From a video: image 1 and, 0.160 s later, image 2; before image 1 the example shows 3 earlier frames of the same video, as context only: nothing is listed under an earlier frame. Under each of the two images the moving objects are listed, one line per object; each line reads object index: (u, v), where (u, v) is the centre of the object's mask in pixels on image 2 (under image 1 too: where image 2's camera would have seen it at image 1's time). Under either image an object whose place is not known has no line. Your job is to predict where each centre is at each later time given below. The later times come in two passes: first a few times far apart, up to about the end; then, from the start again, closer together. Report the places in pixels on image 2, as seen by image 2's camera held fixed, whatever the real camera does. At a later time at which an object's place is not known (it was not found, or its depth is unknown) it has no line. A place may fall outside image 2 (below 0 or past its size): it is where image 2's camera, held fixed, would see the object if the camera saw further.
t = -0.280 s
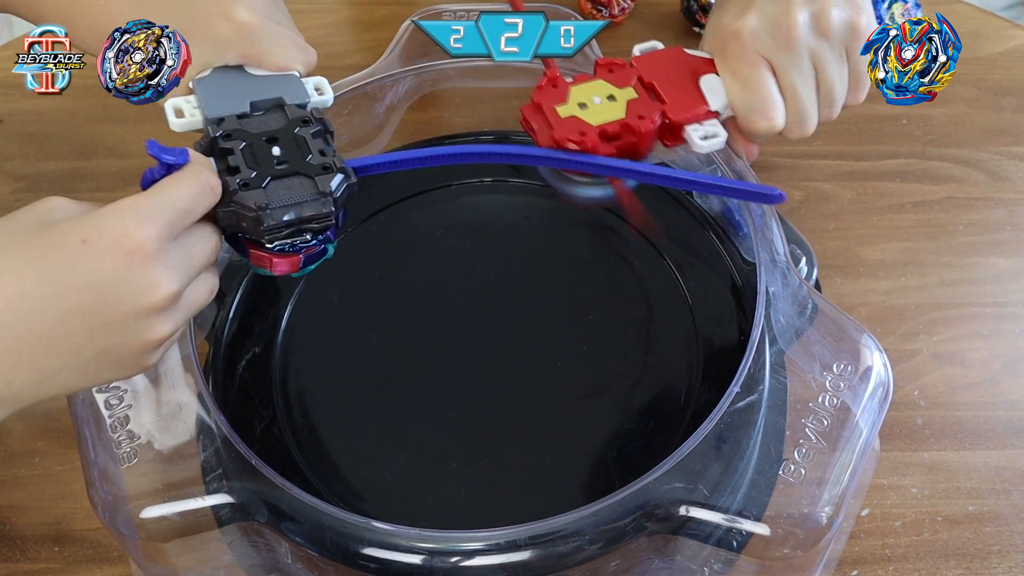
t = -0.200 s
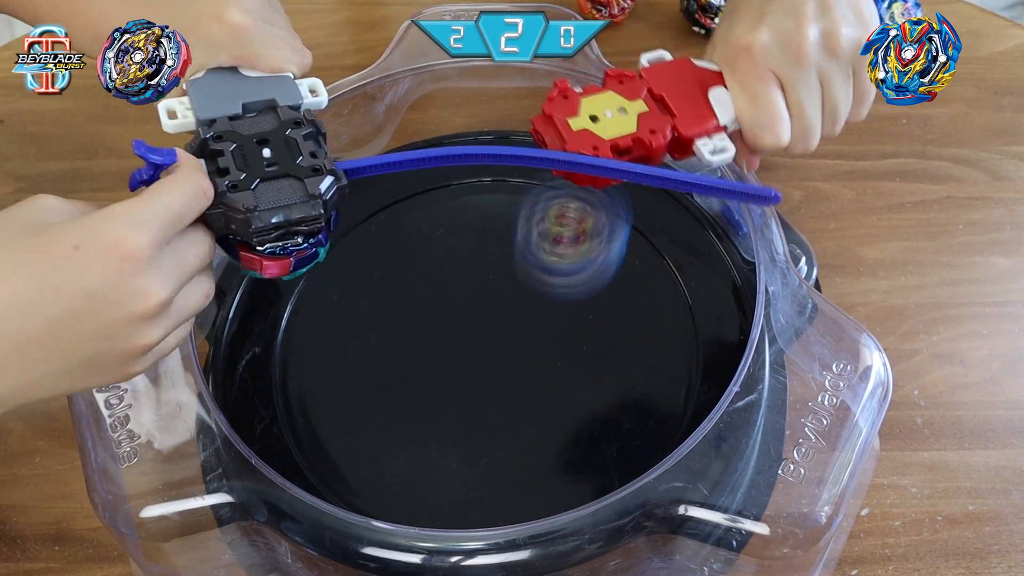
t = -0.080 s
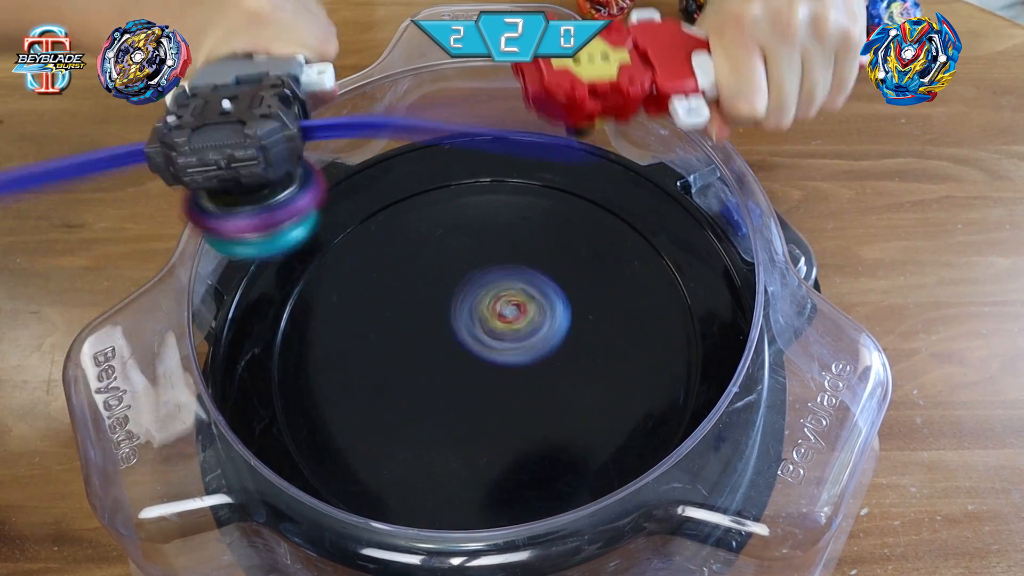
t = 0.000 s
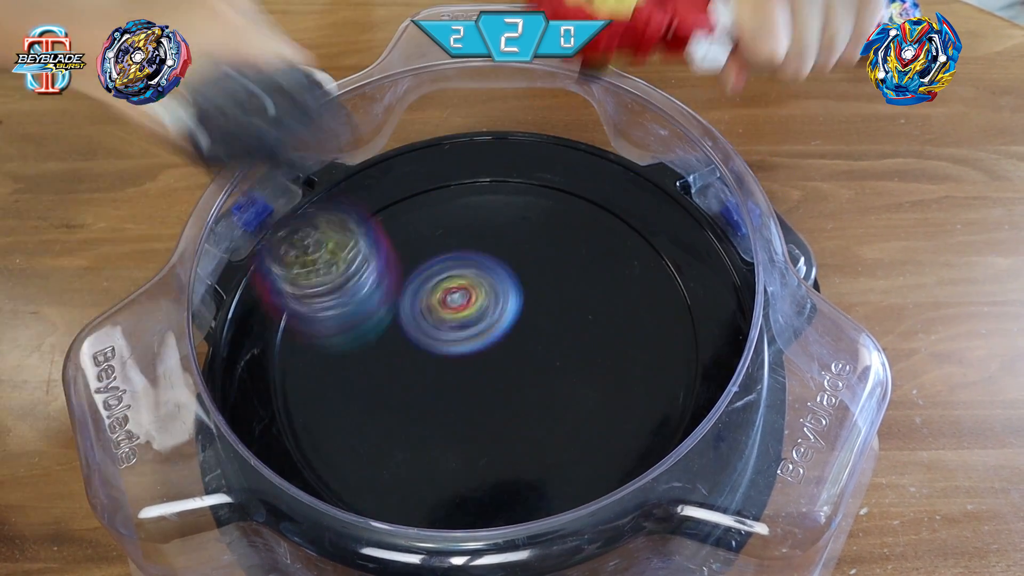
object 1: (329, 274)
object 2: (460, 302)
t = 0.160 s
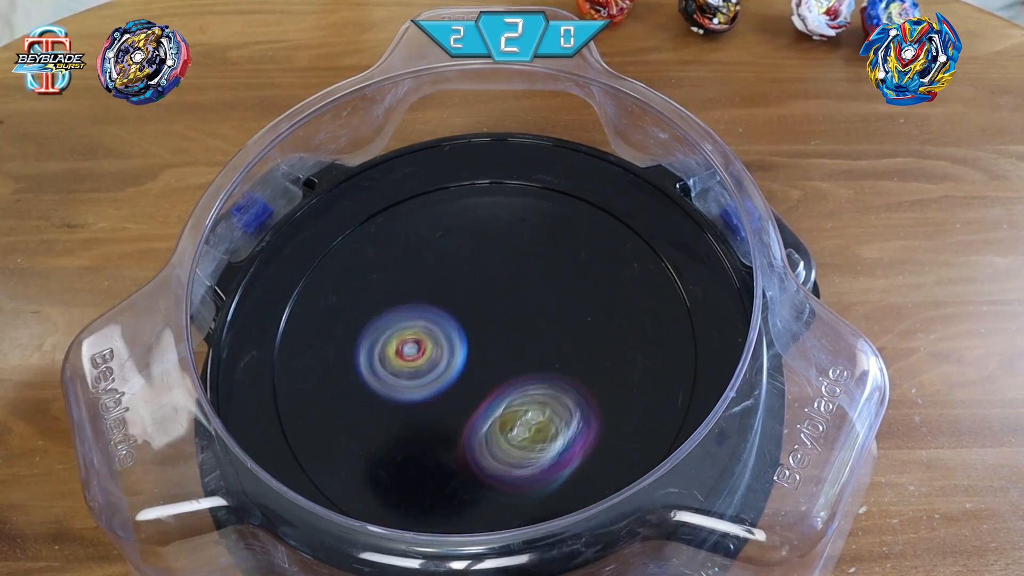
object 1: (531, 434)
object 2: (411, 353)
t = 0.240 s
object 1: (632, 347)
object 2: (419, 346)
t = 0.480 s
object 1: (596, 161)
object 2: (521, 368)
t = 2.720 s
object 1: (633, 299)
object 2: (603, 211)
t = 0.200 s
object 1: (583, 383)
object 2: (413, 343)
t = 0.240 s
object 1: (632, 347)
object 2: (419, 346)
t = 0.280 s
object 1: (675, 329)
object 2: (430, 366)
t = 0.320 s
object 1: (688, 295)
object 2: (444, 385)
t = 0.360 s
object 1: (667, 240)
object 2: (459, 361)
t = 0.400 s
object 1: (645, 200)
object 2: (478, 351)
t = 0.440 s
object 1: (622, 178)
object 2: (499, 356)
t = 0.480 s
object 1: (596, 161)
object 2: (521, 368)
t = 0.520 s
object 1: (560, 131)
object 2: (536, 333)
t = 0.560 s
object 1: (524, 119)
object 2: (553, 310)
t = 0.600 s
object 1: (487, 119)
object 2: (569, 302)
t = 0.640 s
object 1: (443, 118)
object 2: (571, 274)
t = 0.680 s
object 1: (401, 137)
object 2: (571, 256)
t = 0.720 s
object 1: (363, 175)
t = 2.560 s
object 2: (683, 318)
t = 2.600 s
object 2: (678, 285)
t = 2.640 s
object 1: (635, 351)
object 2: (669, 250)
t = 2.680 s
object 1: (638, 326)
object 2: (636, 229)
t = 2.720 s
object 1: (633, 299)
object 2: (603, 211)
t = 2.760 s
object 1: (620, 271)
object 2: (572, 195)
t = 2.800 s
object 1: (605, 262)
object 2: (539, 170)
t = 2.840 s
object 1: (592, 277)
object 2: (495, 130)
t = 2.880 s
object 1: (572, 291)
